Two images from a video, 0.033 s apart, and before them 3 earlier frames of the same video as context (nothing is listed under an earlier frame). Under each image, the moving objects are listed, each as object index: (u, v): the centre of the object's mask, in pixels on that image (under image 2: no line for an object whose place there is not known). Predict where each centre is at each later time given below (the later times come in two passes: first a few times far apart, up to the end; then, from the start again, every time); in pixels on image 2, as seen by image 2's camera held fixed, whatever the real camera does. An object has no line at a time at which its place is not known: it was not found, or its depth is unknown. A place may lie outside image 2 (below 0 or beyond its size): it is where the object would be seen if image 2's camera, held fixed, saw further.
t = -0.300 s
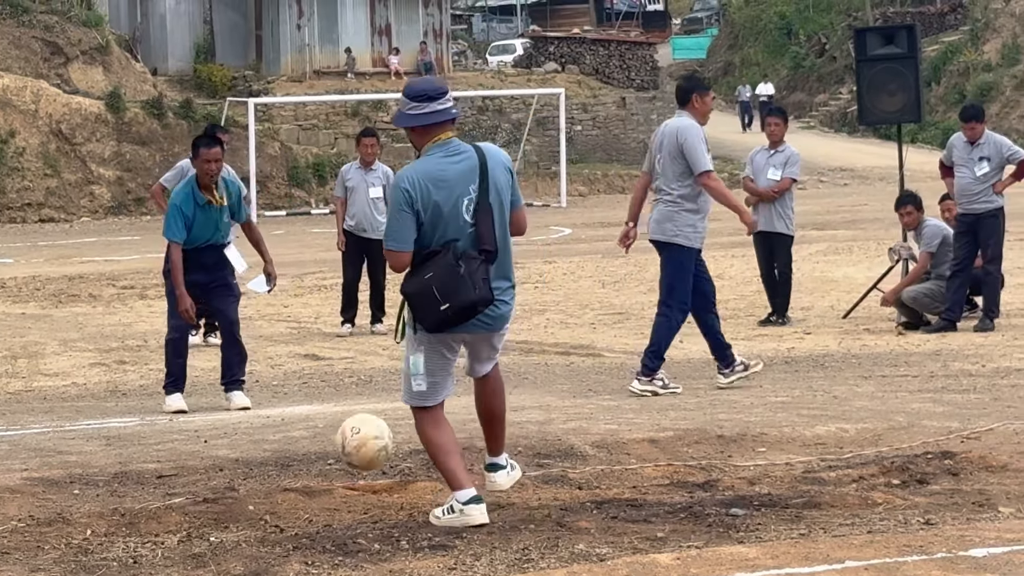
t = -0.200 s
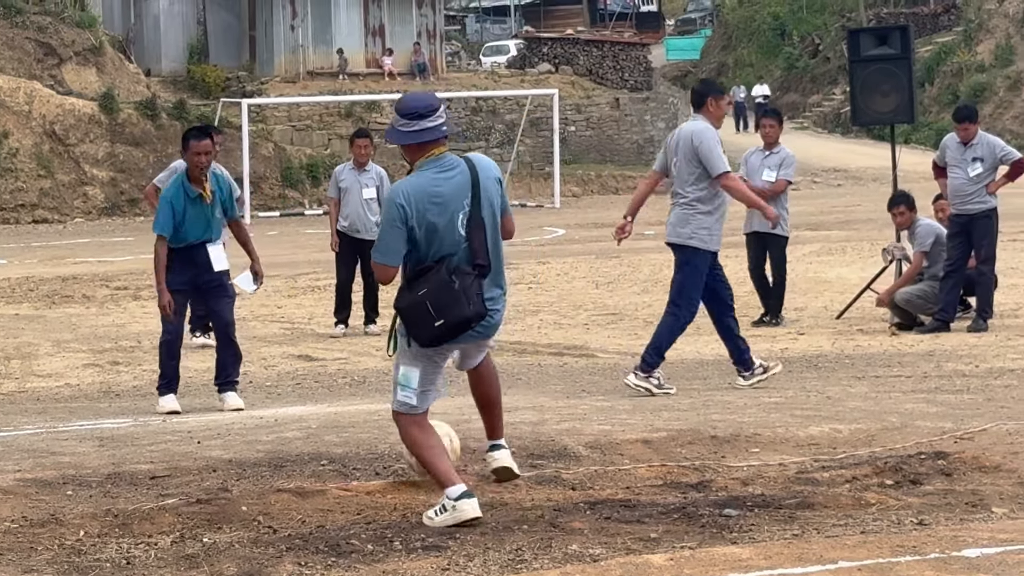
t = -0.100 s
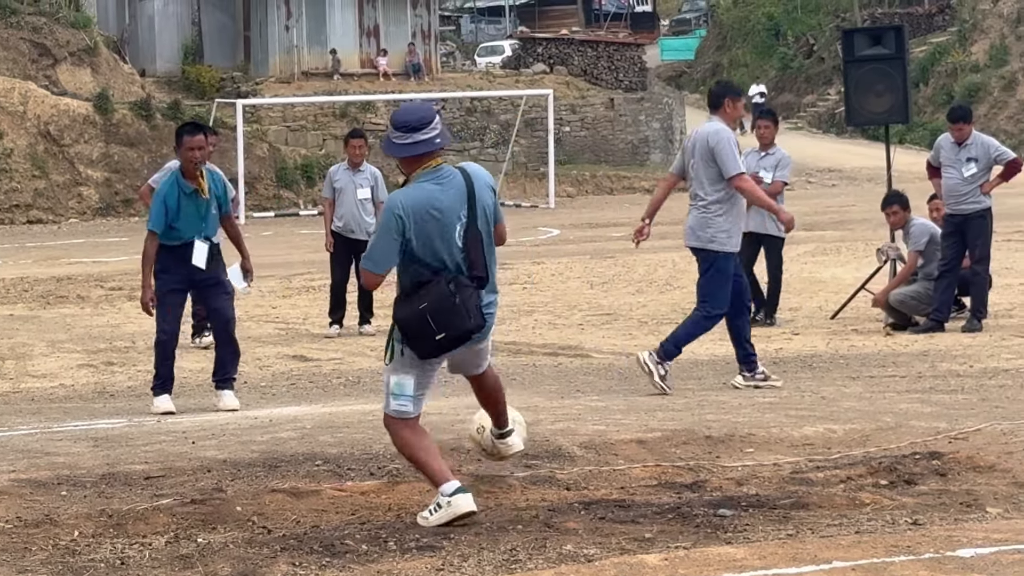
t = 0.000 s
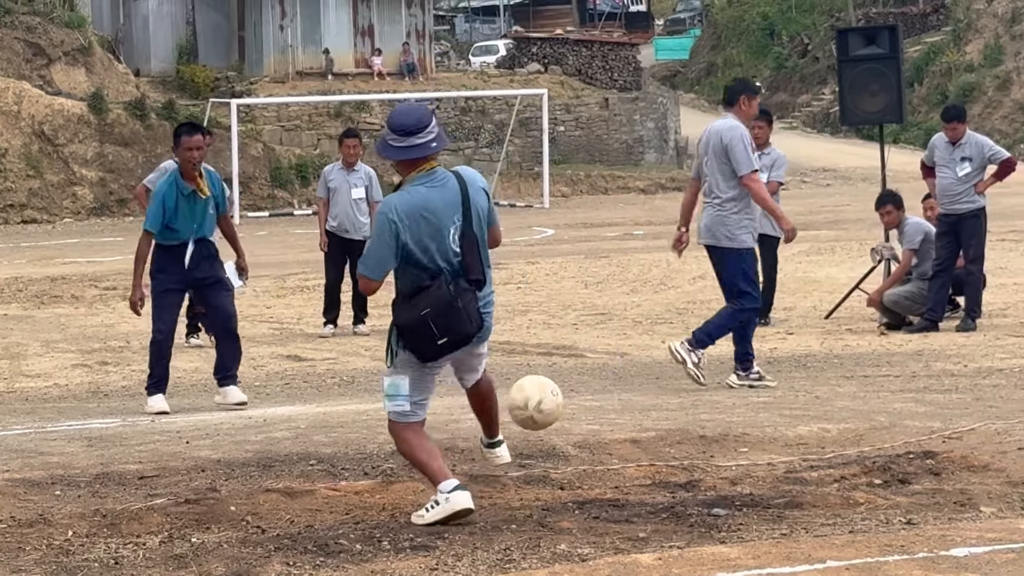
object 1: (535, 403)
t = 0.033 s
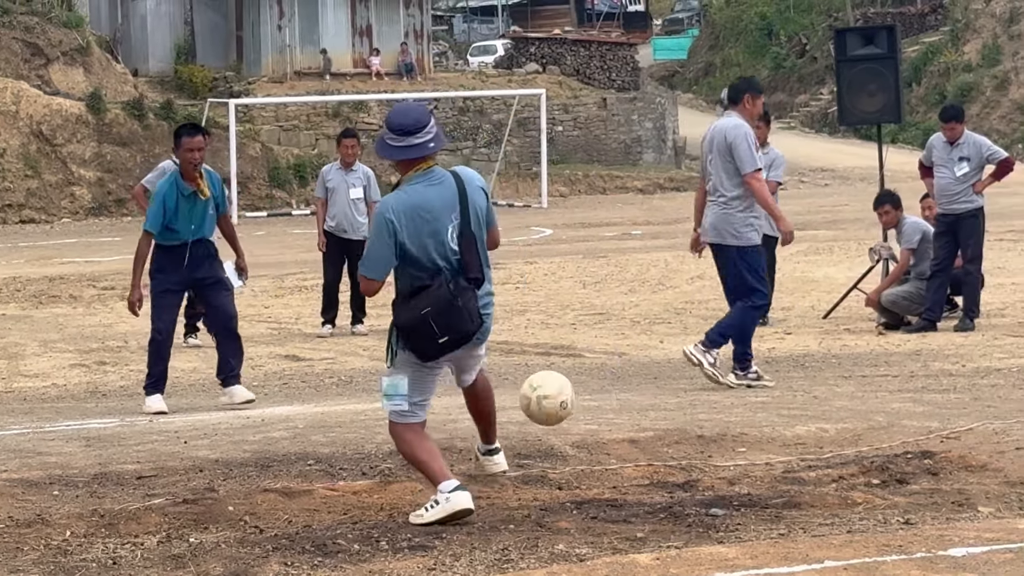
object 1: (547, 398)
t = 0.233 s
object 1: (629, 426)
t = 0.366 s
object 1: (685, 423)
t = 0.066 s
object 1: (561, 396)
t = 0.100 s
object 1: (576, 397)
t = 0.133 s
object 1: (590, 401)
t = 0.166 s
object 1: (603, 407)
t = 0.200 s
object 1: (617, 415)
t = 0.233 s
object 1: (629, 426)
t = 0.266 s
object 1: (642, 438)
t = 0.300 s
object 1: (655, 436)
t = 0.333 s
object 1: (670, 428)
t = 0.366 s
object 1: (685, 423)
